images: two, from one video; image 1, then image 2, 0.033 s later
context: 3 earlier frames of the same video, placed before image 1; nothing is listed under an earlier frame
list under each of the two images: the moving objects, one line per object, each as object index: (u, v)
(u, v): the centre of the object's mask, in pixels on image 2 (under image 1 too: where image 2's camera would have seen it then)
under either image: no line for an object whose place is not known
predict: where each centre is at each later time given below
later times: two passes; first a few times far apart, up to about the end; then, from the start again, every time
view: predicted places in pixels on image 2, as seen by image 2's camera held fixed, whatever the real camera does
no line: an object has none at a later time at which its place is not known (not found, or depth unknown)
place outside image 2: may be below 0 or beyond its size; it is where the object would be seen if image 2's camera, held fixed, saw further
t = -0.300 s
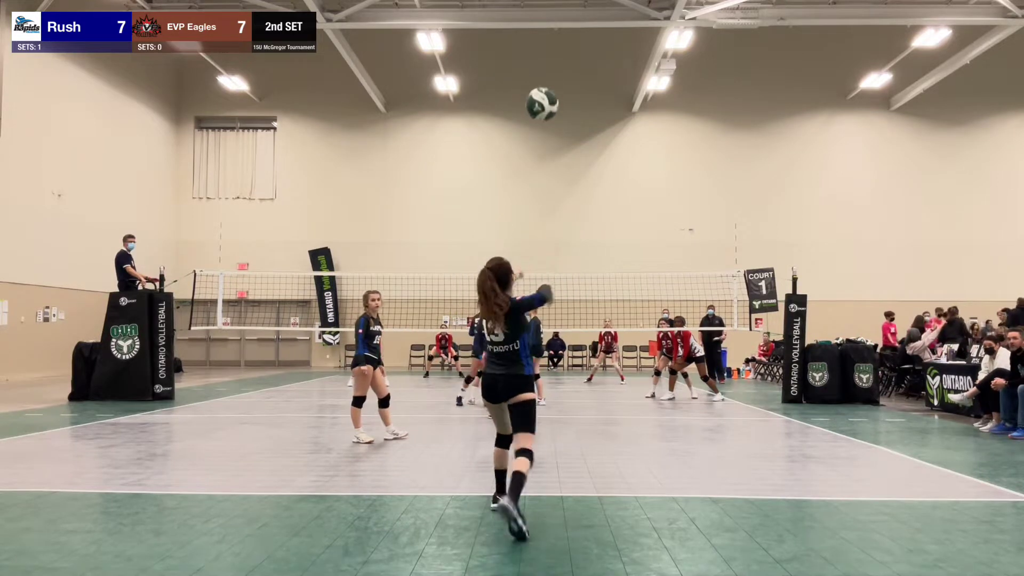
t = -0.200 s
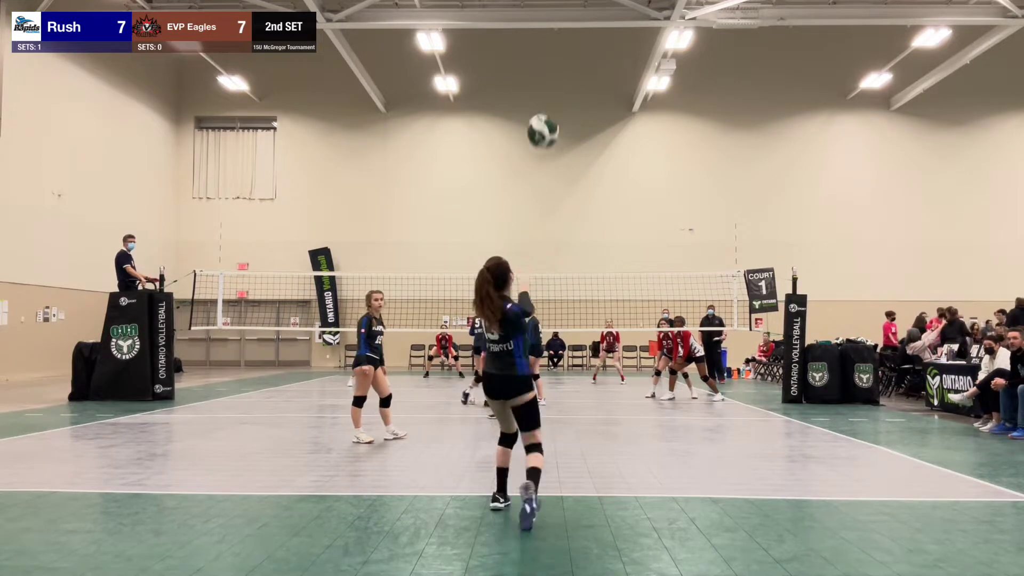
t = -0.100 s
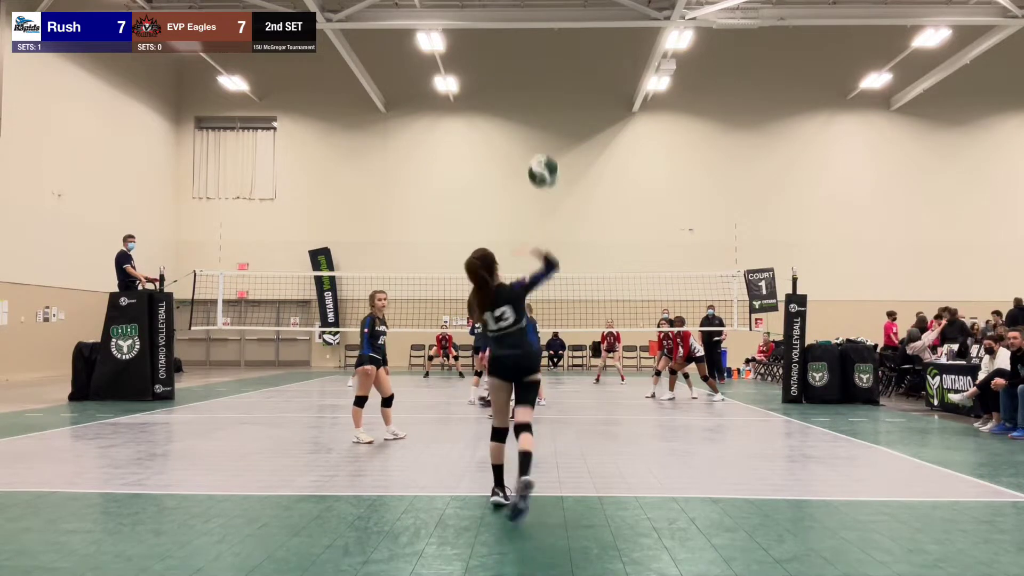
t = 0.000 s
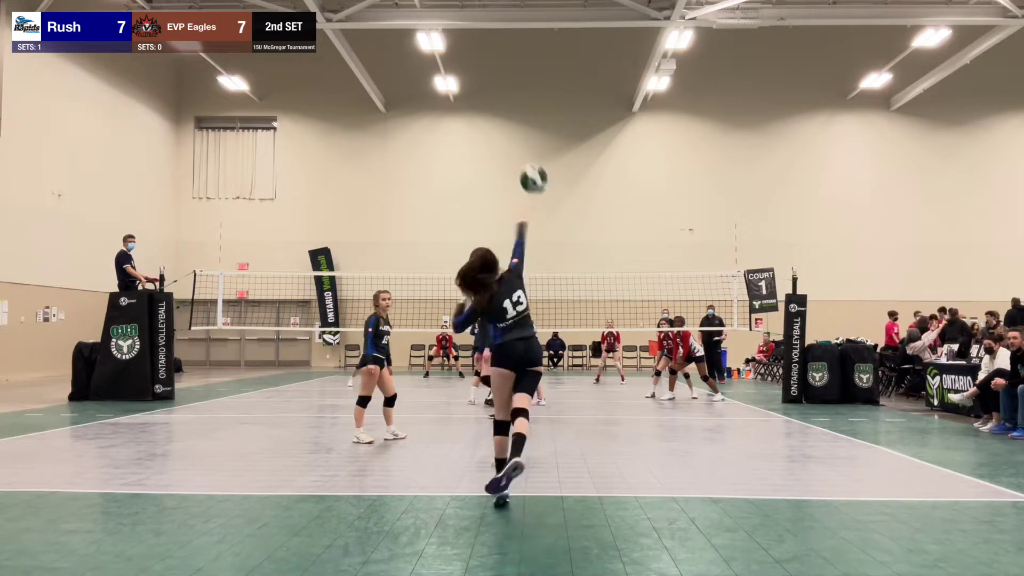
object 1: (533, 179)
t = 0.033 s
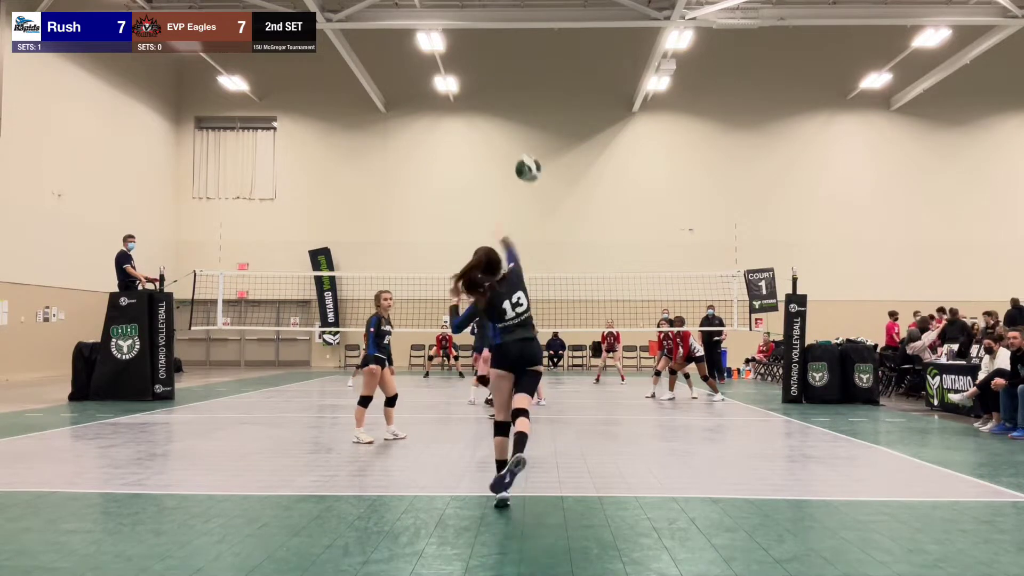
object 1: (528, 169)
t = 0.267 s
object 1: (504, 144)
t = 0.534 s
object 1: (489, 169)
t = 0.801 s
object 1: (481, 216)
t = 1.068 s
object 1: (476, 277)
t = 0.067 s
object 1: (523, 161)
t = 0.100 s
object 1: (519, 155)
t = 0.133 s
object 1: (515, 150)
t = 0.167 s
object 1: (512, 147)
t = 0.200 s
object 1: (509, 145)
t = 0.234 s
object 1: (506, 144)
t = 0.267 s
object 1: (504, 144)
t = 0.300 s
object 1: (501, 145)
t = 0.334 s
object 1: (498, 147)
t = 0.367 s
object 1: (496, 149)
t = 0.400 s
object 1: (495, 152)
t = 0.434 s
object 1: (493, 156)
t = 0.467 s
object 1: (492, 160)
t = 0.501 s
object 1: (490, 164)
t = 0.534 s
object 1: (489, 169)
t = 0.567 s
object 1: (488, 173)
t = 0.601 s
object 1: (487, 178)
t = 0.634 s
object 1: (486, 183)
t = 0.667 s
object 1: (484, 189)
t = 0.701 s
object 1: (483, 196)
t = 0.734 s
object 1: (482, 202)
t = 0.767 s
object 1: (482, 208)
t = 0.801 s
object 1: (481, 216)
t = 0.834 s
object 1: (480, 222)
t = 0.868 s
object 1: (480, 229)
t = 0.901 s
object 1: (479, 237)
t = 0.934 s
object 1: (478, 244)
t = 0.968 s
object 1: (478, 252)
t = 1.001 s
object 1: (477, 260)
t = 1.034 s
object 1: (477, 267)
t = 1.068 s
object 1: (476, 277)
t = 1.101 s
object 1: (476, 283)
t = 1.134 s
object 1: (475, 291)
